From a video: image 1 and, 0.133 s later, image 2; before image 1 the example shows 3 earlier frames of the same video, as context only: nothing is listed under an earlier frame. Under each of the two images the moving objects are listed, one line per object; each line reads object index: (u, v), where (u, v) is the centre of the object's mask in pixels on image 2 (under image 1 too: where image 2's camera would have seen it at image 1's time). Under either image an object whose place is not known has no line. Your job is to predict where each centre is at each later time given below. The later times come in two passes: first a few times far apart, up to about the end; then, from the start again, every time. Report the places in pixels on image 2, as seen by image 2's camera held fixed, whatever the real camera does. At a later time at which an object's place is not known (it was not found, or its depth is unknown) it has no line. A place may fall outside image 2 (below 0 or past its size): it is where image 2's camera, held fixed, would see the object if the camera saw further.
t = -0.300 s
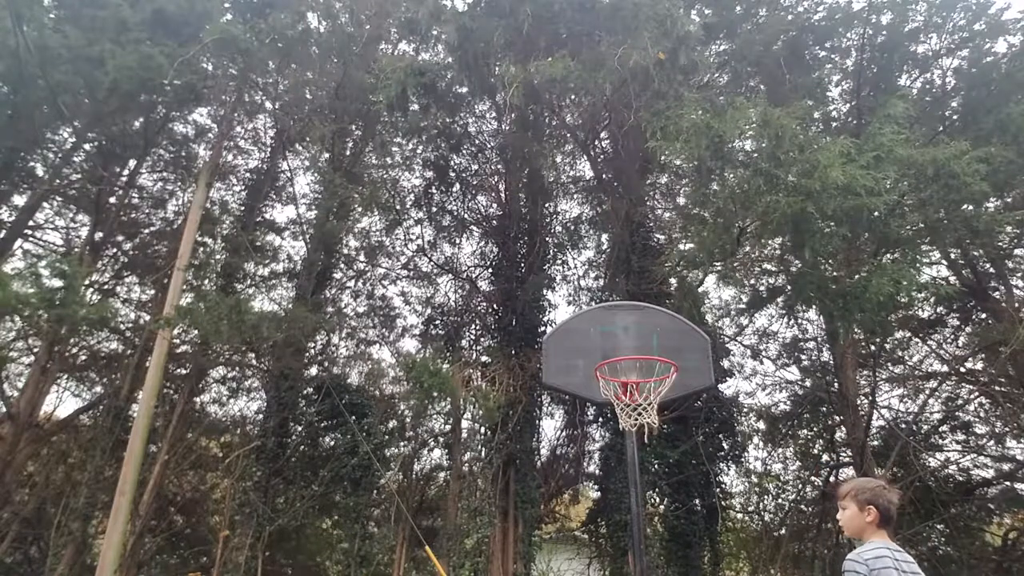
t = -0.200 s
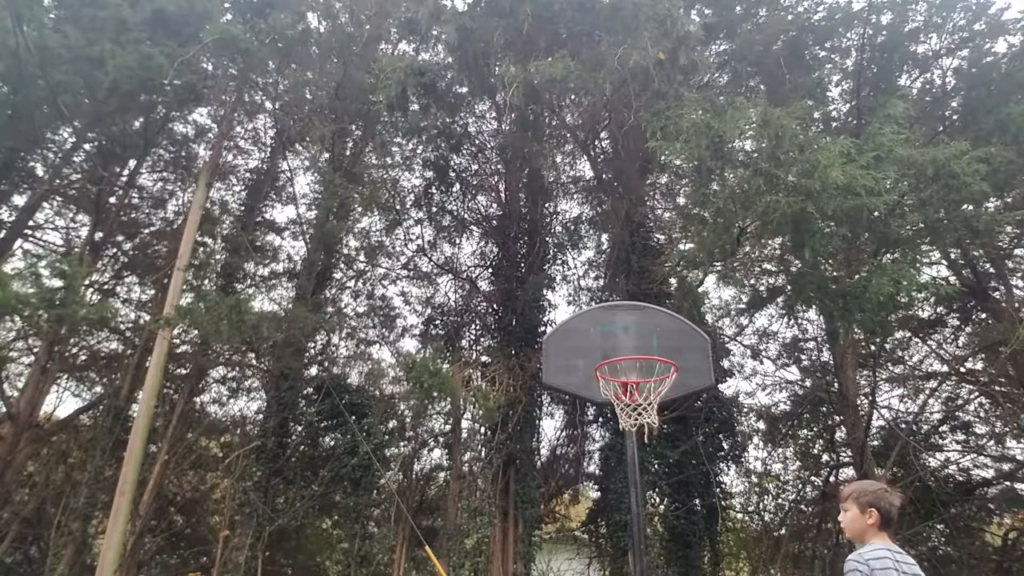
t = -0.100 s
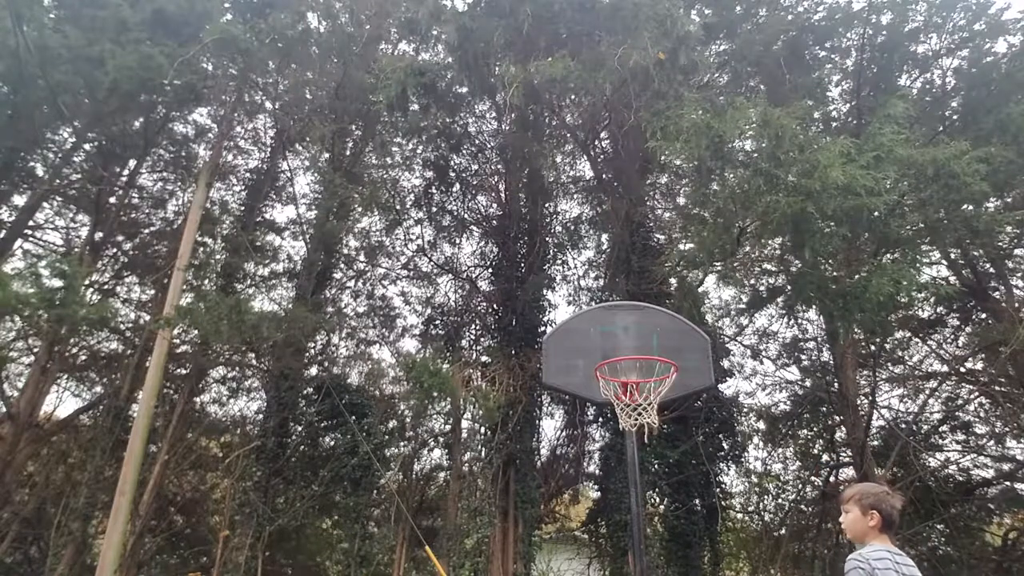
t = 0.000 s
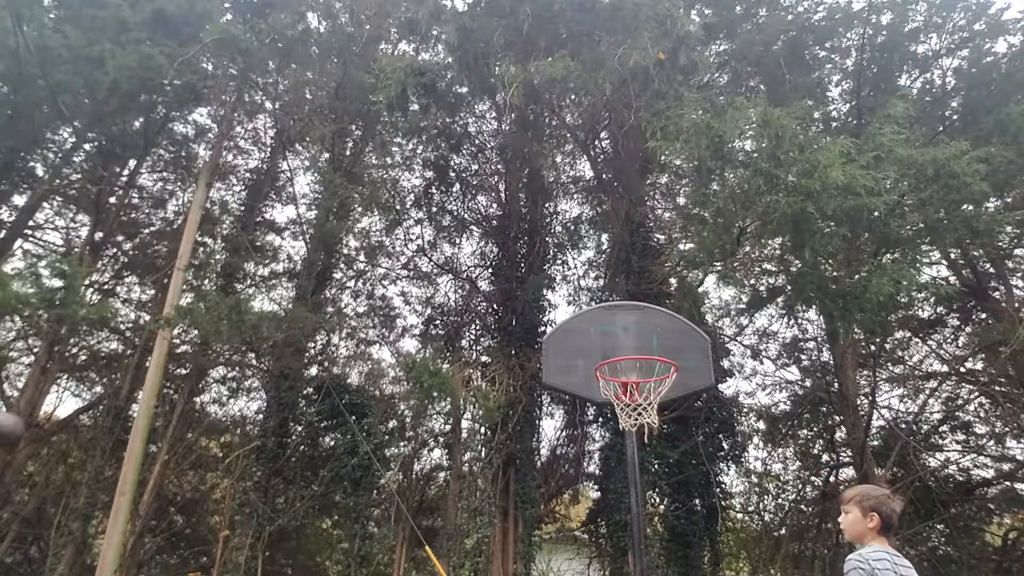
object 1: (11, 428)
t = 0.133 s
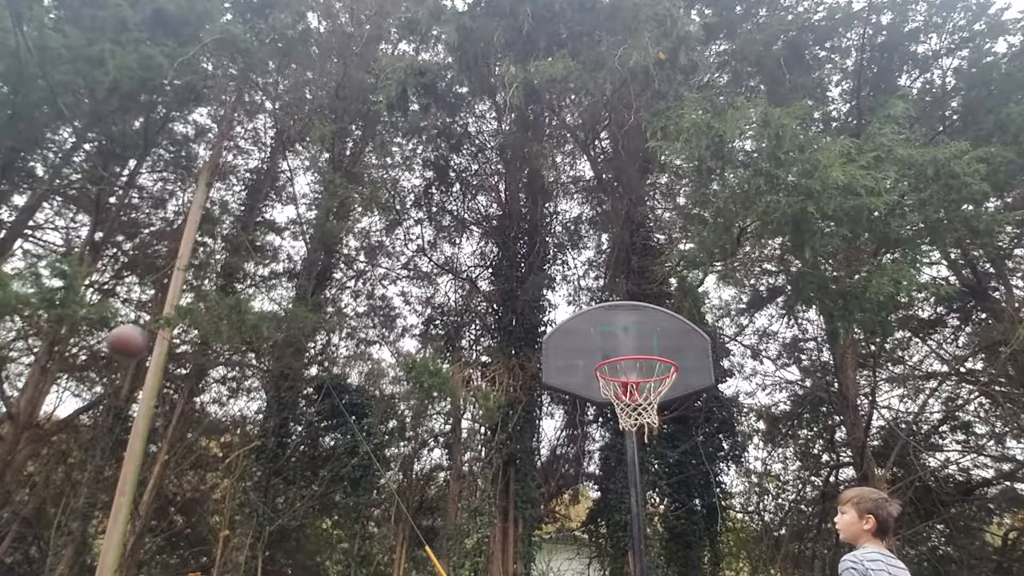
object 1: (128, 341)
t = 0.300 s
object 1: (255, 275)
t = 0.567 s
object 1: (427, 245)
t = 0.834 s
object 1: (601, 312)
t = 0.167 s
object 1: (155, 325)
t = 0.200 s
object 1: (183, 309)
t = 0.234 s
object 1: (208, 296)
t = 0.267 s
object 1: (232, 284)
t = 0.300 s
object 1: (255, 275)
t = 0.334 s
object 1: (279, 267)
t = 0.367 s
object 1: (301, 259)
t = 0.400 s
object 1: (322, 254)
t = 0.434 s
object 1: (343, 249)
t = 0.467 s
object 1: (365, 246)
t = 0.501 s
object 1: (385, 244)
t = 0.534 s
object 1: (406, 244)
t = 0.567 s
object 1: (427, 245)
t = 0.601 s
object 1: (447, 247)
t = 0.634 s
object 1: (468, 251)
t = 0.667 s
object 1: (489, 257)
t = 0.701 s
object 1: (510, 263)
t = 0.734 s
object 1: (531, 273)
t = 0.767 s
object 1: (554, 284)
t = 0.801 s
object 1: (577, 297)
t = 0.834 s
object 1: (601, 312)
